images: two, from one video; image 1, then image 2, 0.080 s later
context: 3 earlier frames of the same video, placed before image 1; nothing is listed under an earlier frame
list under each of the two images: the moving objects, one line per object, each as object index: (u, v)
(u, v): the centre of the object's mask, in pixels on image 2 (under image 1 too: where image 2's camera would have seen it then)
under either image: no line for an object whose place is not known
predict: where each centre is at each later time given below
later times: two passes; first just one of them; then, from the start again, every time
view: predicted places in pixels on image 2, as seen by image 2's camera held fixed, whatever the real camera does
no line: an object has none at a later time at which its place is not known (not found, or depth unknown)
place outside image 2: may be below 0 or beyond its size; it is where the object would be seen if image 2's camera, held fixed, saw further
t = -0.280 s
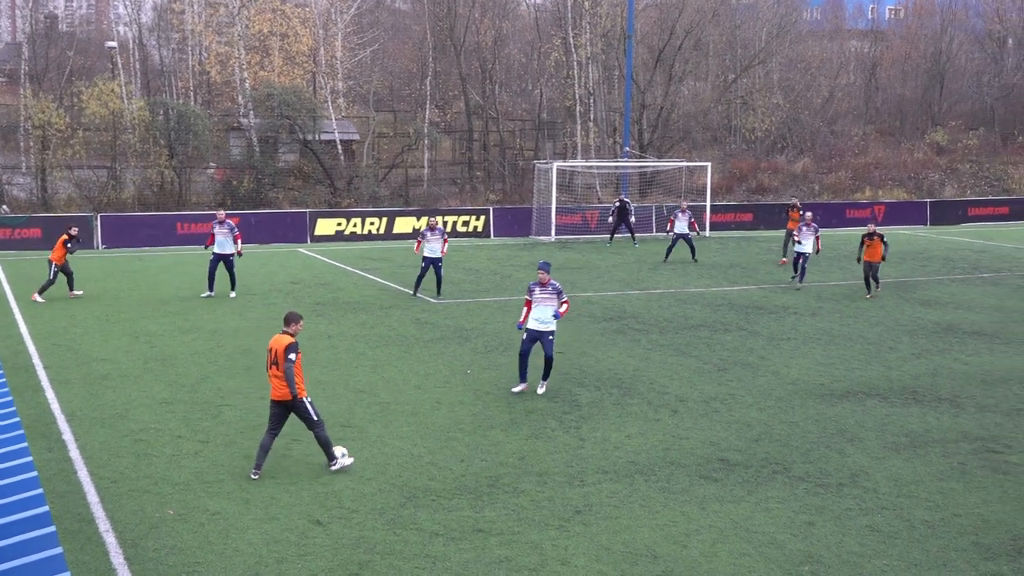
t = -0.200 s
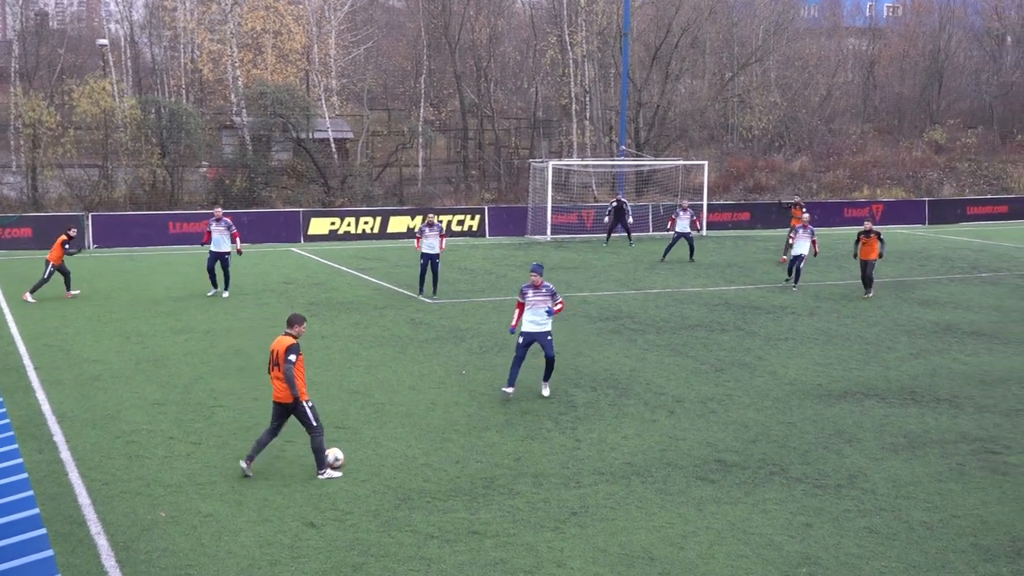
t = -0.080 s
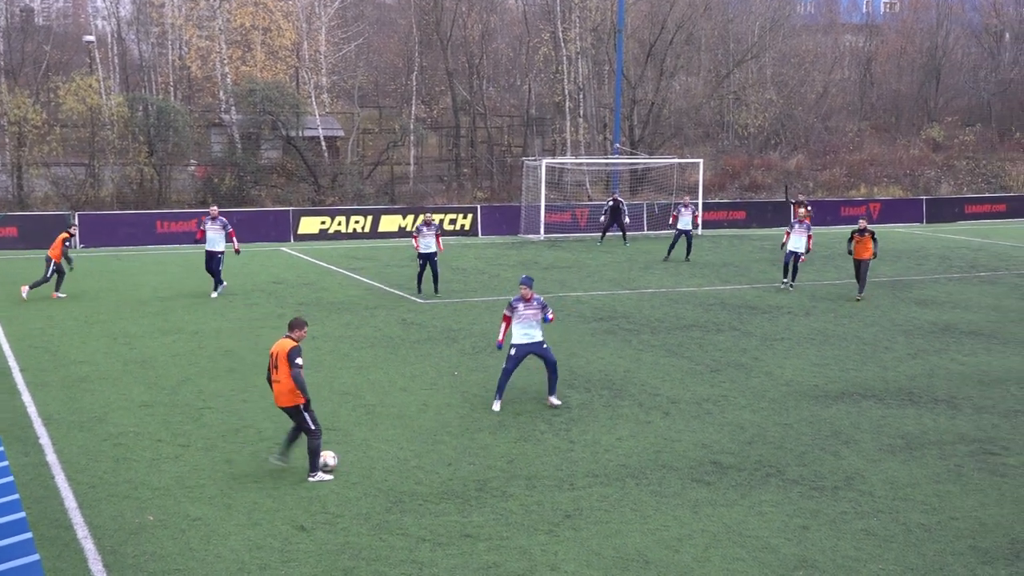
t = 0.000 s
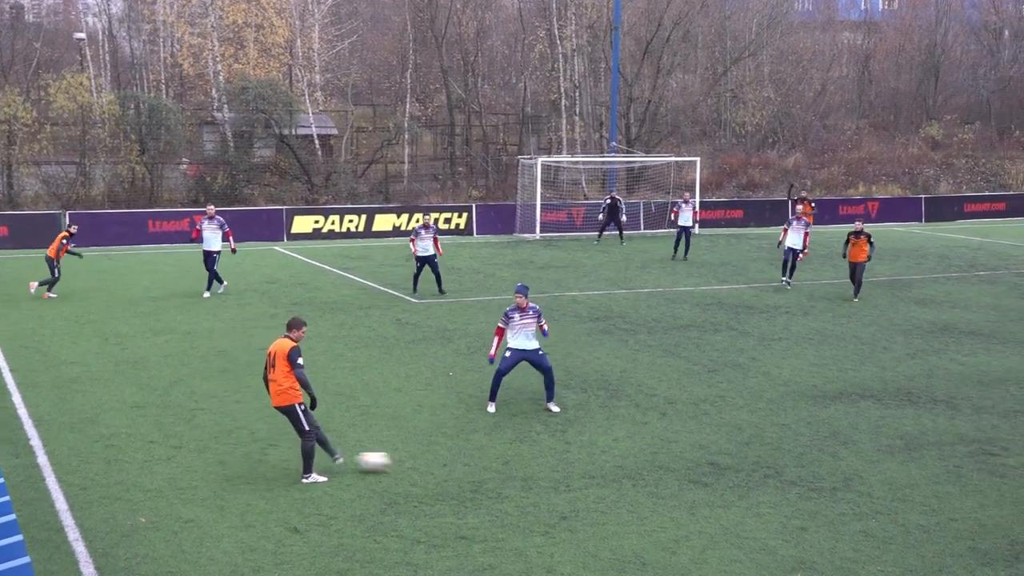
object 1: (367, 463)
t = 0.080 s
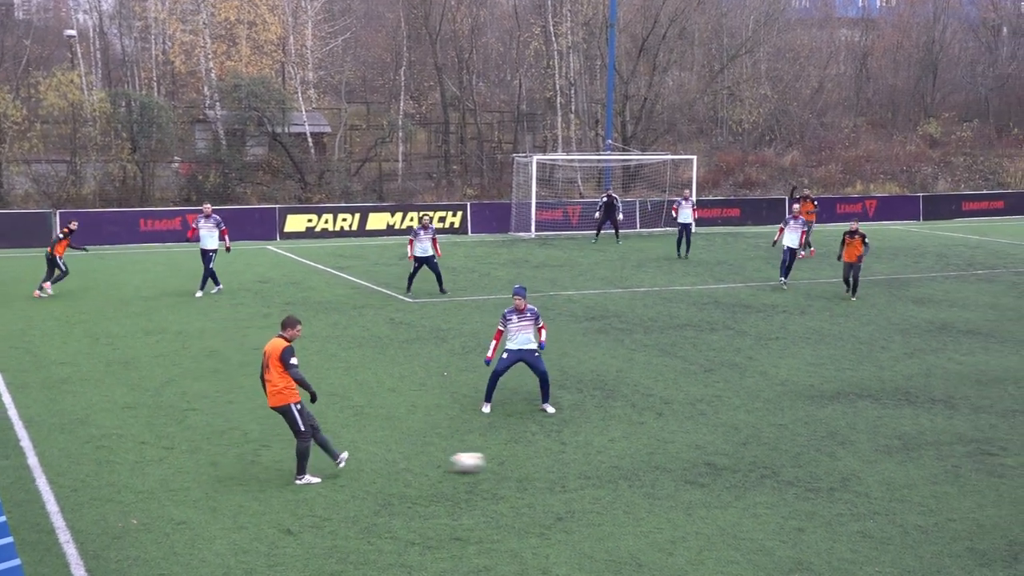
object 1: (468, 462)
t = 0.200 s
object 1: (608, 461)
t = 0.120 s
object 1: (515, 461)
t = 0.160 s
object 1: (562, 460)
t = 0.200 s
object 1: (608, 461)
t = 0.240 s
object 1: (652, 460)
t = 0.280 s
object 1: (695, 459)
